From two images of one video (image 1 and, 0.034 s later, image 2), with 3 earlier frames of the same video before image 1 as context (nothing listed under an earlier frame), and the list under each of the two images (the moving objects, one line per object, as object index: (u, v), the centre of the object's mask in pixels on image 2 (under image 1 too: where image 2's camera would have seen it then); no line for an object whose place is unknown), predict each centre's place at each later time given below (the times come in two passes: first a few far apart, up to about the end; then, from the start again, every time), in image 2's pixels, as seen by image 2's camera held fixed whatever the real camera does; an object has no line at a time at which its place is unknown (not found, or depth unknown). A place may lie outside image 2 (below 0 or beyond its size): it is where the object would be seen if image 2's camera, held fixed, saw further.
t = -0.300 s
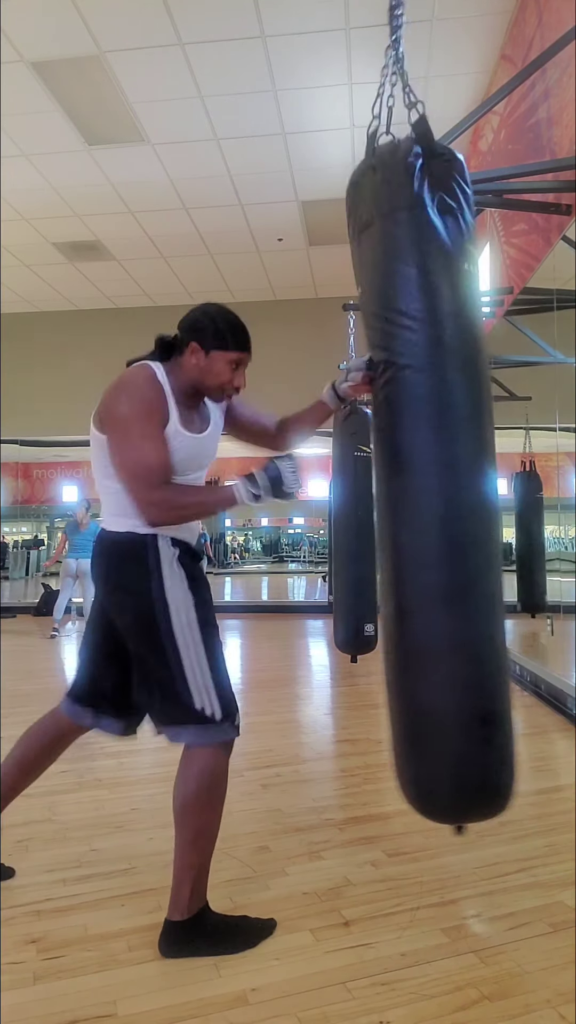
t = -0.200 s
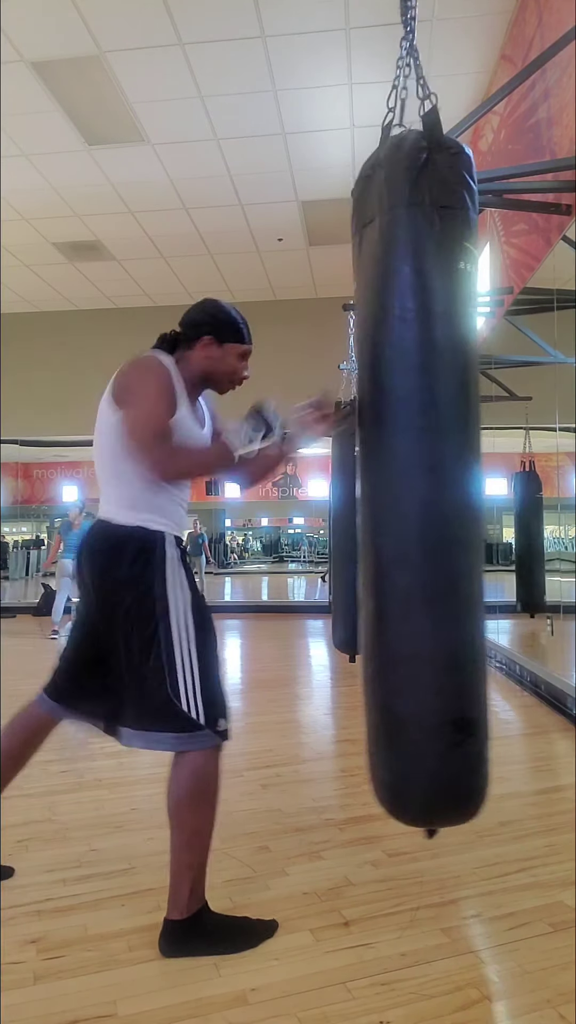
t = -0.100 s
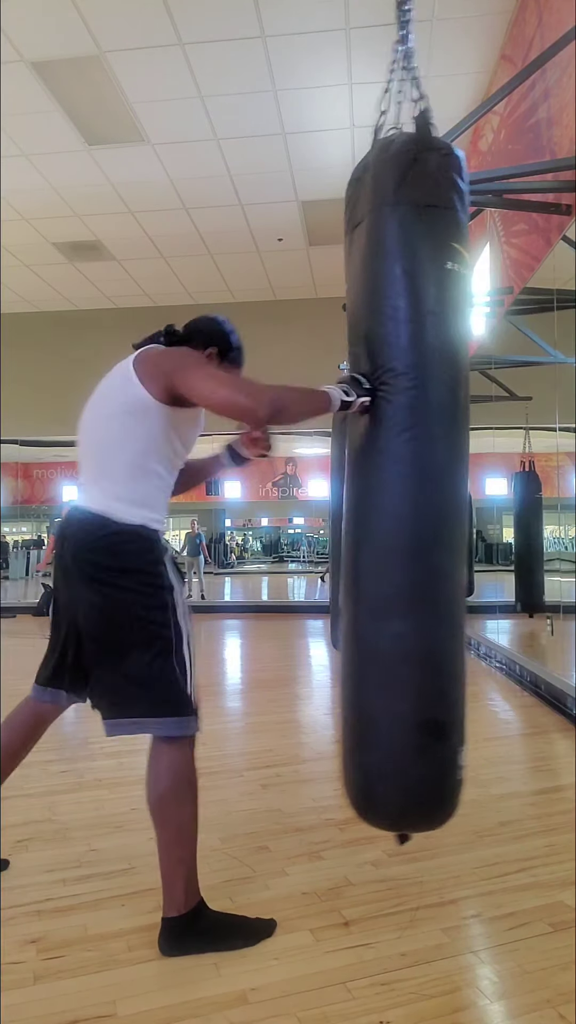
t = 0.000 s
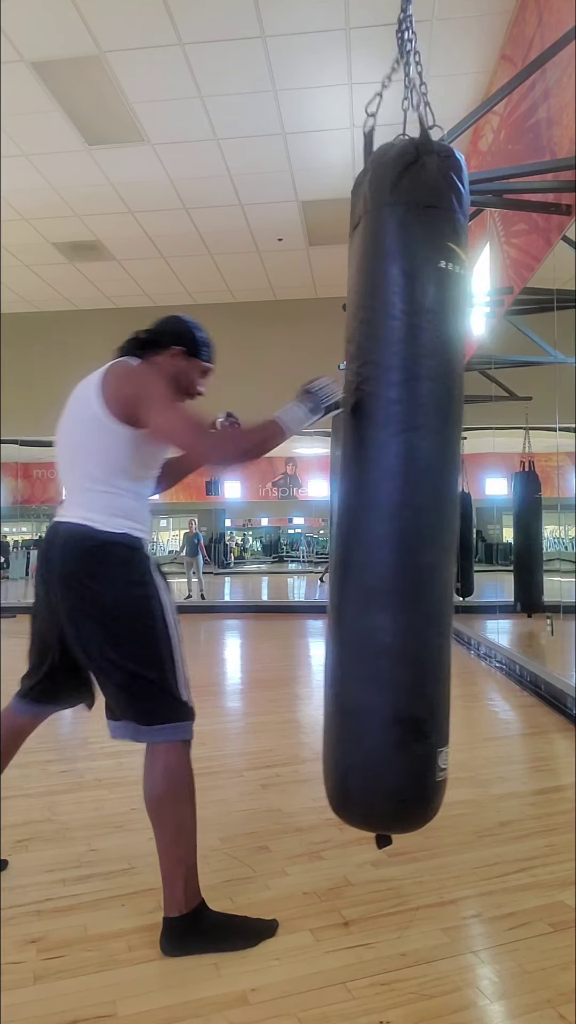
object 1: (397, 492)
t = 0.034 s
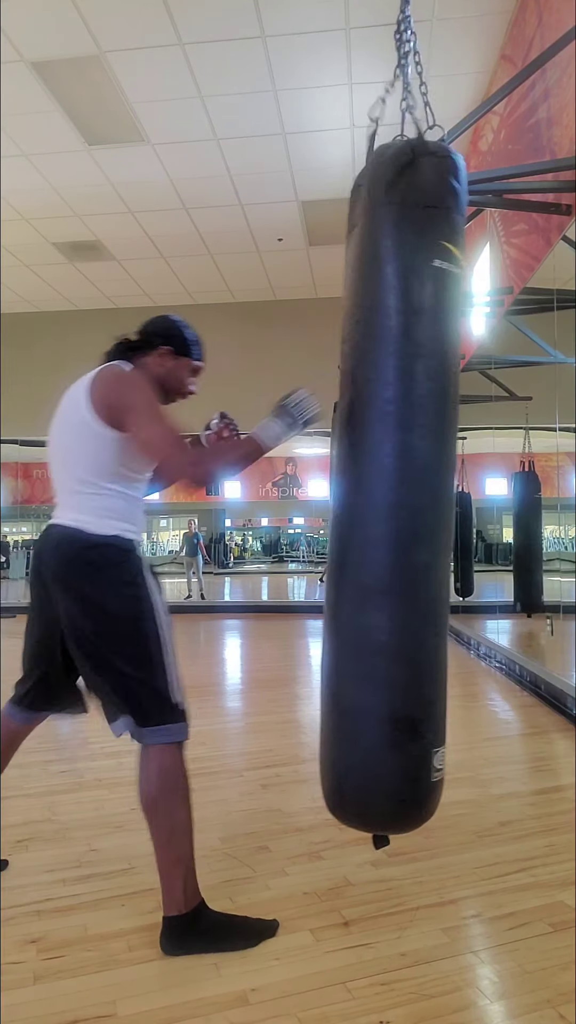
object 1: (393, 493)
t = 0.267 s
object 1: (371, 484)
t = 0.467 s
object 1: (365, 501)
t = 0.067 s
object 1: (390, 494)
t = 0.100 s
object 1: (386, 496)
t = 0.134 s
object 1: (382, 495)
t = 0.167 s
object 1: (378, 493)
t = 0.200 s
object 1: (375, 488)
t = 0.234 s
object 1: (373, 485)
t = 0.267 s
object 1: (371, 484)
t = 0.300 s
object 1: (370, 486)
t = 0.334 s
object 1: (369, 490)
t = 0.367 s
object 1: (368, 495)
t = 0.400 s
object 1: (367, 497)
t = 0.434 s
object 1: (366, 499)
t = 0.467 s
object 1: (365, 501)
